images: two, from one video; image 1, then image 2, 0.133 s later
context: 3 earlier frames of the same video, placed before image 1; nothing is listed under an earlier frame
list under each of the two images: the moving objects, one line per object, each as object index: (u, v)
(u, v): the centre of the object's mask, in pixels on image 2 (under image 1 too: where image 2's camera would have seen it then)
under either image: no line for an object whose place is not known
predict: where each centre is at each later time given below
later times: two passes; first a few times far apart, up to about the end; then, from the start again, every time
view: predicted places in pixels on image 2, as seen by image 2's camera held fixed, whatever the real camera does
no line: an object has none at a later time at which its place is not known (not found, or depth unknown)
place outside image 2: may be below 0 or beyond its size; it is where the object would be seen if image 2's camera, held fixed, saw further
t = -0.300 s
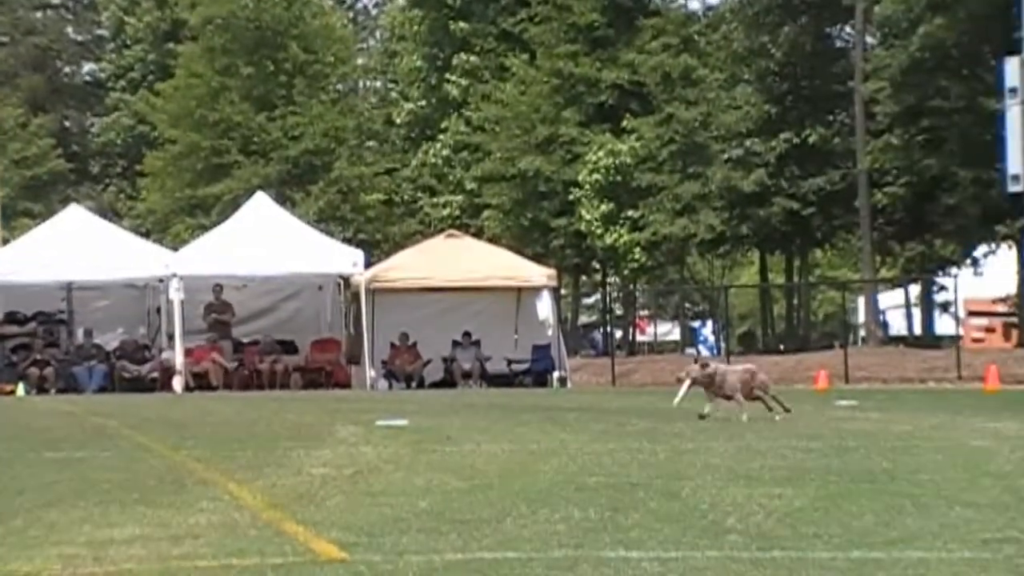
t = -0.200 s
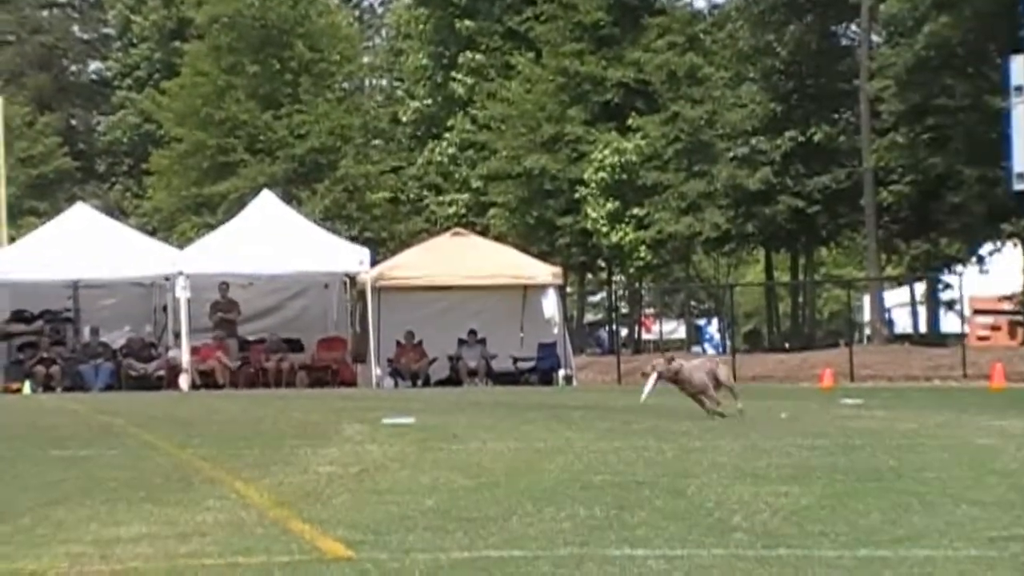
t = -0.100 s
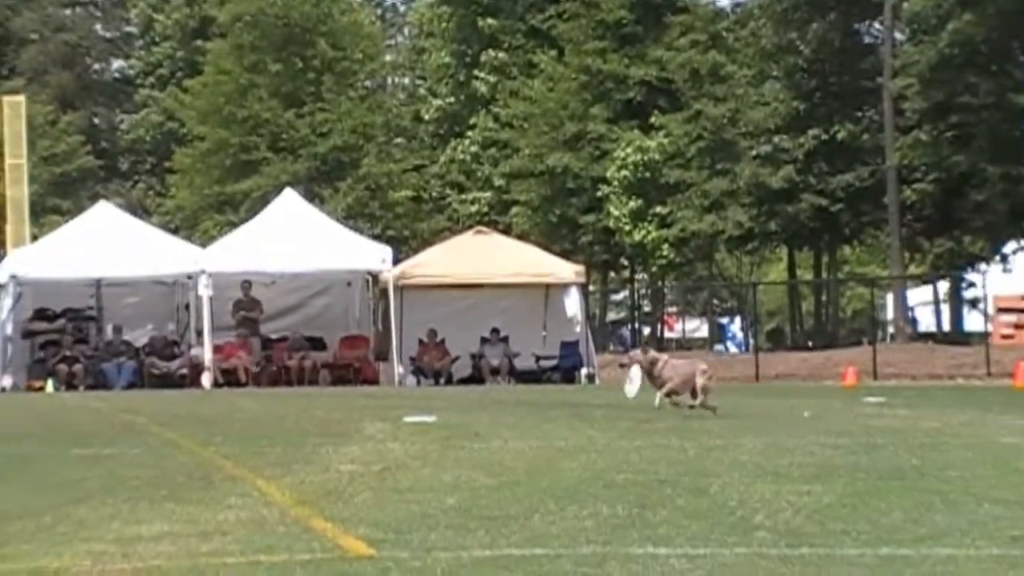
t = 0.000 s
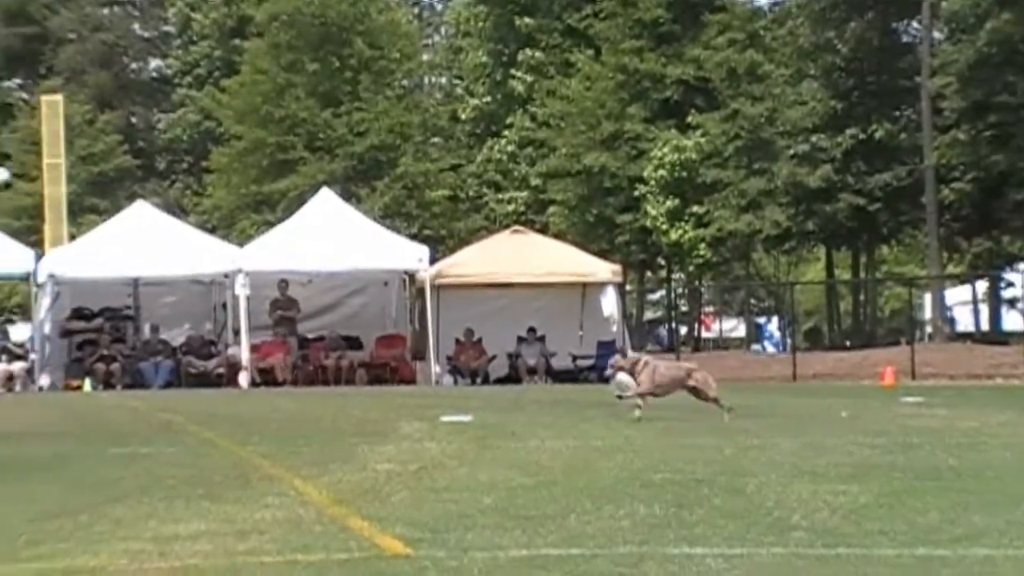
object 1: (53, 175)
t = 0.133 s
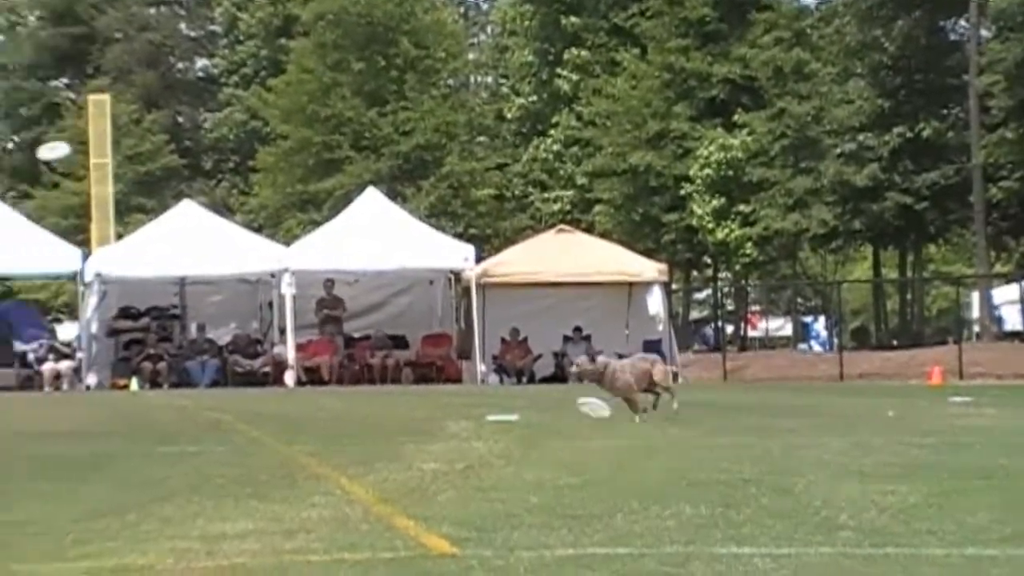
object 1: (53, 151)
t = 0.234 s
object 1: (62, 139)
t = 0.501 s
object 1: (79, 124)
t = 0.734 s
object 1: (90, 141)
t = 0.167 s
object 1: (56, 146)
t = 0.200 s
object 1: (60, 142)
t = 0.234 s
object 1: (62, 139)
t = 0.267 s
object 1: (65, 135)
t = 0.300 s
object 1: (68, 132)
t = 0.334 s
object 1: (69, 129)
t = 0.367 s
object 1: (71, 127)
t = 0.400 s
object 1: (73, 126)
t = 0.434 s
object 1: (74, 125)
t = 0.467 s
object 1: (78, 124)
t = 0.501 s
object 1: (79, 124)
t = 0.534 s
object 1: (81, 125)
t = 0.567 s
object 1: (82, 126)
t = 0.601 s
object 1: (84, 128)
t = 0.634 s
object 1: (85, 130)
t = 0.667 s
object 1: (88, 134)
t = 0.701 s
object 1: (89, 137)
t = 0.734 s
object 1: (90, 141)
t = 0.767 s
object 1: (92, 145)
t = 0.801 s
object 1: (95, 151)
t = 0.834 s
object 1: (97, 156)
